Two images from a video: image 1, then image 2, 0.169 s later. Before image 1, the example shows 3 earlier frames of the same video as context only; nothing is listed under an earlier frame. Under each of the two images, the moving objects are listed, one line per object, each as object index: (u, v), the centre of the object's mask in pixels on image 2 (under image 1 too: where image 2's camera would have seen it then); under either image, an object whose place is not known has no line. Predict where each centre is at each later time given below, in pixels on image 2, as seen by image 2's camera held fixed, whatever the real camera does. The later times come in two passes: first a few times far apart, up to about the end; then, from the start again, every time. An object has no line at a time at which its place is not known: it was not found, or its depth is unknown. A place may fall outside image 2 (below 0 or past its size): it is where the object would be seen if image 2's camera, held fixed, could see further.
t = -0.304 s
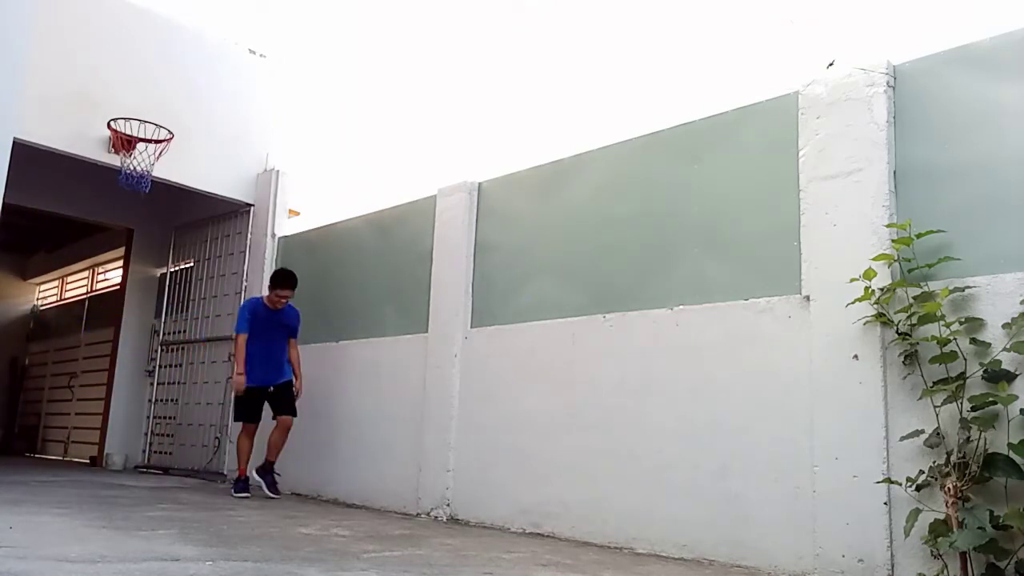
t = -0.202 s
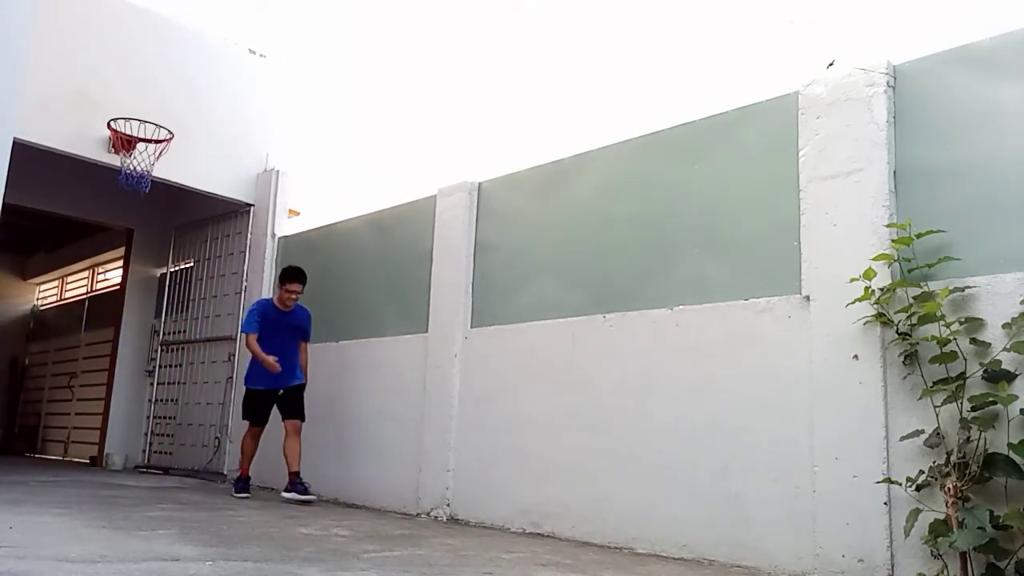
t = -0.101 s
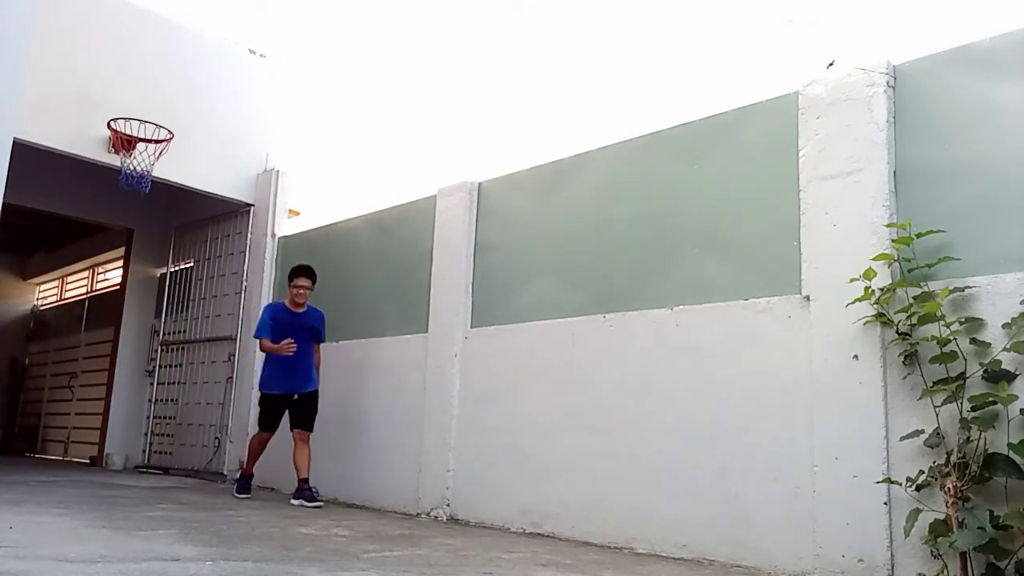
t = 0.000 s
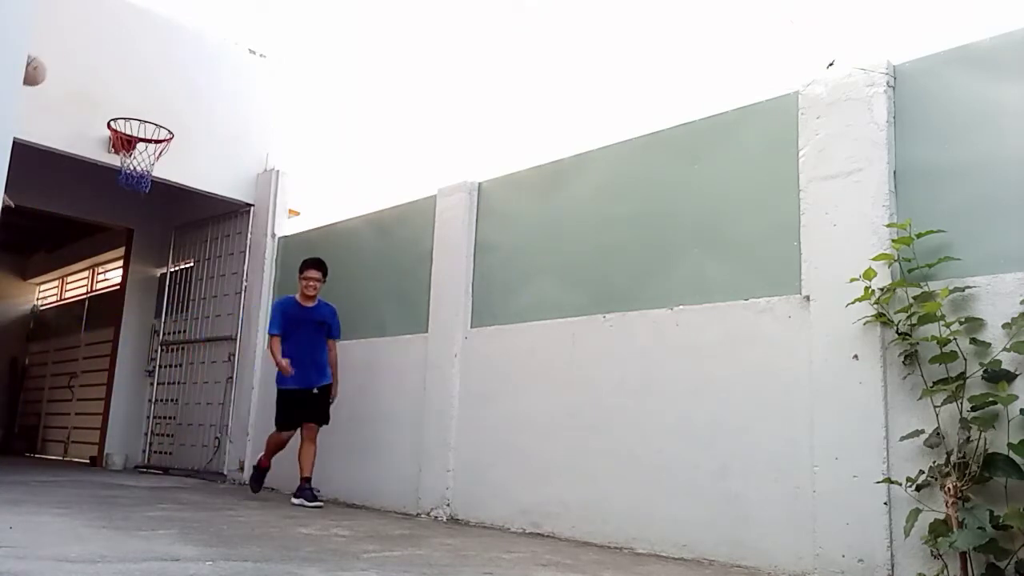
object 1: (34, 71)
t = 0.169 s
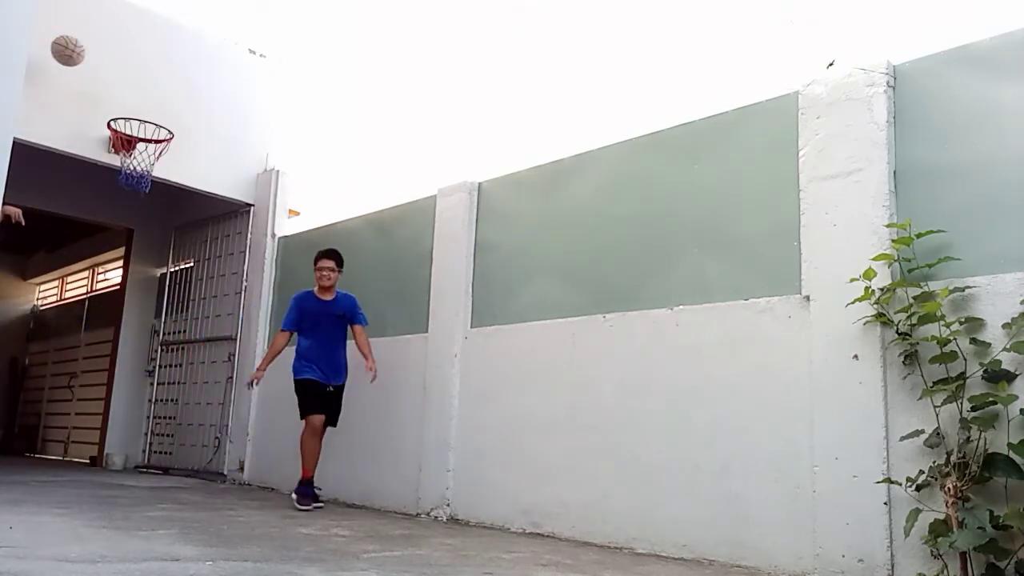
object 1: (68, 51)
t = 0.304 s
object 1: (94, 59)
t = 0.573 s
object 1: (139, 127)
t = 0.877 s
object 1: (157, 159)
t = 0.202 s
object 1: (75, 51)
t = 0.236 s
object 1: (81, 52)
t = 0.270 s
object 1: (88, 55)
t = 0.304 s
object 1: (94, 59)
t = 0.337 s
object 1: (100, 65)
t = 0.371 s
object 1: (106, 71)
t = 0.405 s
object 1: (111, 79)
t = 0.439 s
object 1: (116, 89)
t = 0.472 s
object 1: (121, 99)
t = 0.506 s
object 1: (126, 111)
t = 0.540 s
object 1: (133, 118)
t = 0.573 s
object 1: (139, 127)
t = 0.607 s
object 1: (146, 136)
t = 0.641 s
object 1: (154, 145)
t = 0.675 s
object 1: (157, 155)
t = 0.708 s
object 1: (160, 159)
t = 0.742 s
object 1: (159, 161)
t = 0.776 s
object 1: (162, 155)
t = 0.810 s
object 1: (160, 155)
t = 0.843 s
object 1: (158, 157)
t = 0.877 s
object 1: (157, 159)
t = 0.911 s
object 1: (152, 161)
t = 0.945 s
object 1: (145, 169)
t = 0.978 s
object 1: (143, 168)
